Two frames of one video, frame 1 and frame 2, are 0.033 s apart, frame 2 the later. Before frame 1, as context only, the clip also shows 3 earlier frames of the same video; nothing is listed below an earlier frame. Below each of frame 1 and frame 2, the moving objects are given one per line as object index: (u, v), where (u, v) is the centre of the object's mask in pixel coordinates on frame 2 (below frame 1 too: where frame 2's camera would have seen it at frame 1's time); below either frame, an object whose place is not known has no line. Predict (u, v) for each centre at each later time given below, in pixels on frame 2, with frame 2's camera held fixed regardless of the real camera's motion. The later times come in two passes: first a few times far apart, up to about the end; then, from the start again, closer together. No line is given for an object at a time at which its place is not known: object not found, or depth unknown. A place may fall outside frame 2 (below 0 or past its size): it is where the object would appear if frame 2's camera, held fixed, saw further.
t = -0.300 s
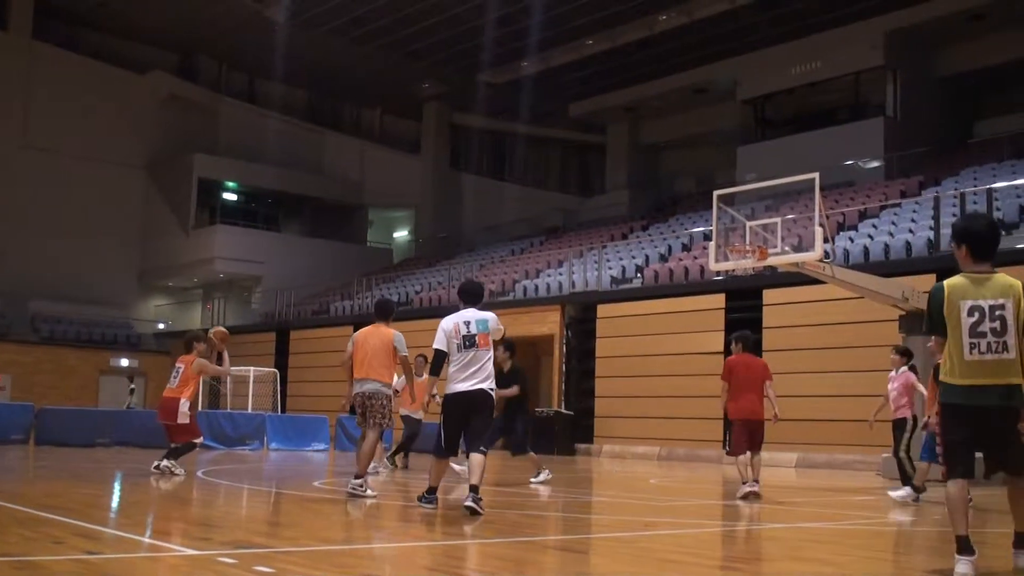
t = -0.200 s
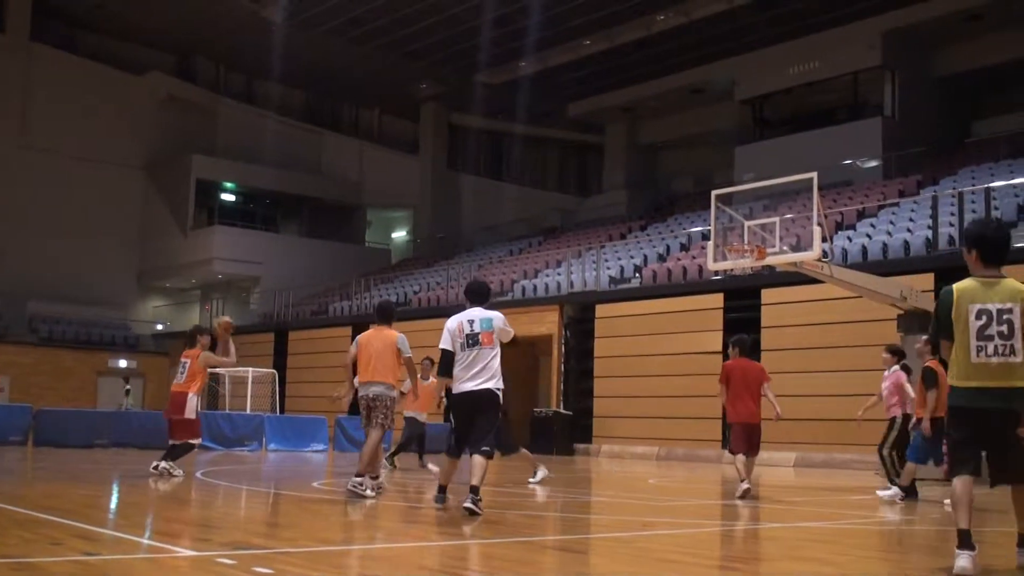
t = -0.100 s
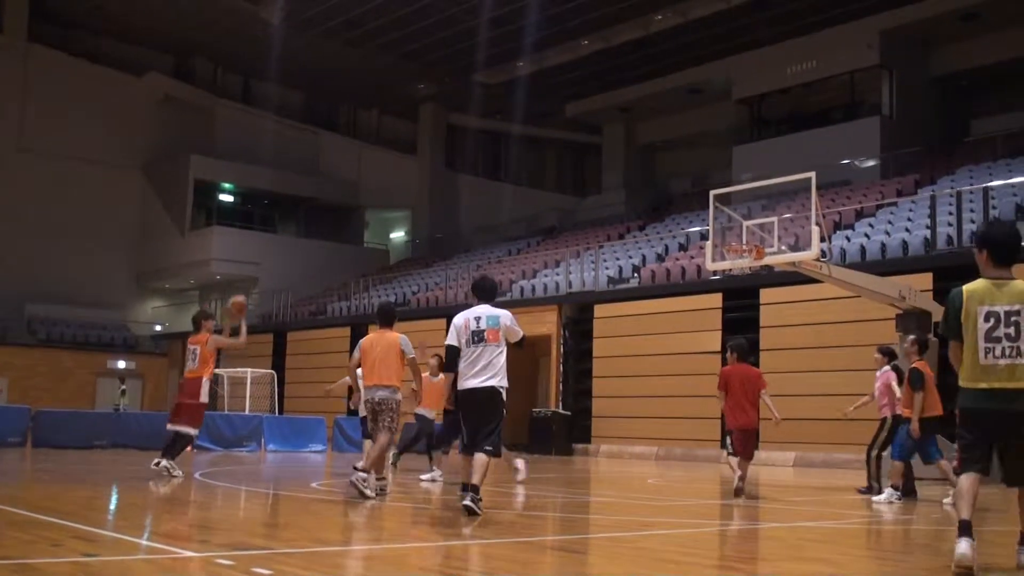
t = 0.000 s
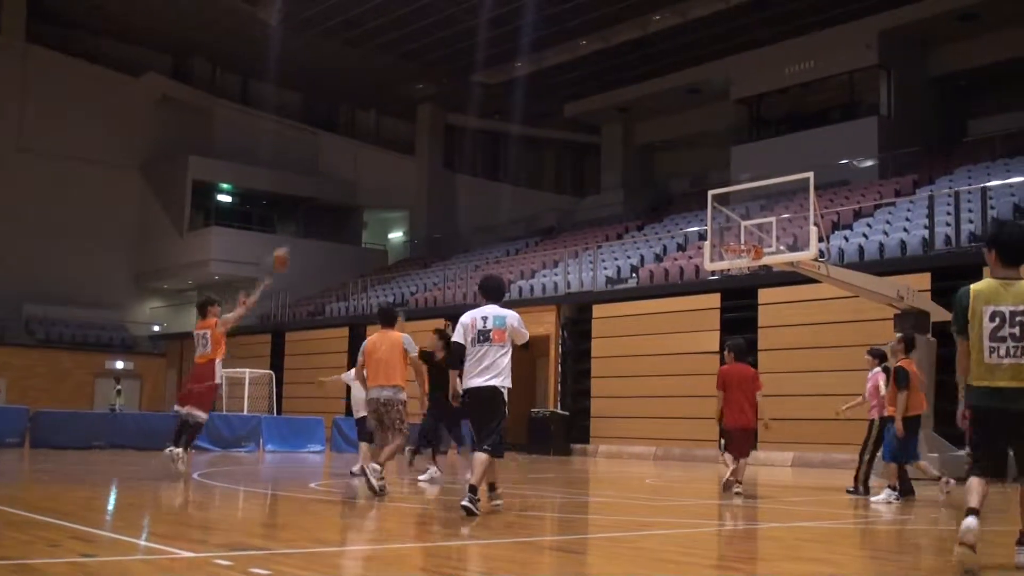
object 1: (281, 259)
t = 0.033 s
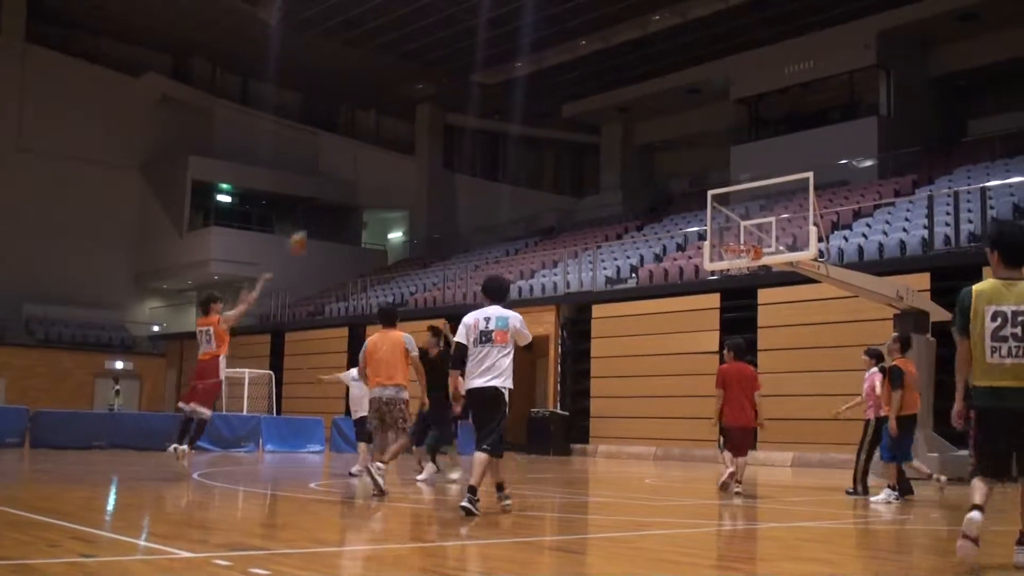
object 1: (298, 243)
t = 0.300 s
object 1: (434, 156)
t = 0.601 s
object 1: (567, 135)
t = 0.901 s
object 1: (686, 179)
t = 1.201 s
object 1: (752, 223)
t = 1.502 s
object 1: (736, 216)
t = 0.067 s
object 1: (316, 228)
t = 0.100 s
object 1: (334, 215)
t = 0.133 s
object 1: (352, 202)
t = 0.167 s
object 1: (369, 191)
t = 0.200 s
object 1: (386, 181)
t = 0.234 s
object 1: (402, 172)
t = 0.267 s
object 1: (419, 163)
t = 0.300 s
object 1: (434, 156)
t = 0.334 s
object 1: (450, 151)
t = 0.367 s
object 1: (464, 146)
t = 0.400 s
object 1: (480, 141)
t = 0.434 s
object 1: (495, 138)
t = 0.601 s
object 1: (567, 135)
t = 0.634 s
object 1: (581, 136)
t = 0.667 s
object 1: (594, 139)
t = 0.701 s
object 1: (607, 142)
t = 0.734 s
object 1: (621, 146)
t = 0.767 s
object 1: (634, 151)
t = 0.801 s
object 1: (648, 157)
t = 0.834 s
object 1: (661, 164)
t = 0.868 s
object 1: (674, 171)
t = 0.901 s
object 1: (686, 179)
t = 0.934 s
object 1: (698, 187)
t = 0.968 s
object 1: (710, 196)
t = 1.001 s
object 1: (721, 205)
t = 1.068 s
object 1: (747, 230)
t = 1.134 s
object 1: (757, 234)
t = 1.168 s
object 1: (755, 228)
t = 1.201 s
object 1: (752, 223)
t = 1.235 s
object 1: (751, 219)
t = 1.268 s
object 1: (749, 216)
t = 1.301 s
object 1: (747, 215)
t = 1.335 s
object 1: (744, 212)
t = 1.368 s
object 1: (742, 212)
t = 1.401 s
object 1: (740, 213)
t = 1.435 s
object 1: (738, 214)
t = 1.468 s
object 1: (736, 215)
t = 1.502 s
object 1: (736, 216)
